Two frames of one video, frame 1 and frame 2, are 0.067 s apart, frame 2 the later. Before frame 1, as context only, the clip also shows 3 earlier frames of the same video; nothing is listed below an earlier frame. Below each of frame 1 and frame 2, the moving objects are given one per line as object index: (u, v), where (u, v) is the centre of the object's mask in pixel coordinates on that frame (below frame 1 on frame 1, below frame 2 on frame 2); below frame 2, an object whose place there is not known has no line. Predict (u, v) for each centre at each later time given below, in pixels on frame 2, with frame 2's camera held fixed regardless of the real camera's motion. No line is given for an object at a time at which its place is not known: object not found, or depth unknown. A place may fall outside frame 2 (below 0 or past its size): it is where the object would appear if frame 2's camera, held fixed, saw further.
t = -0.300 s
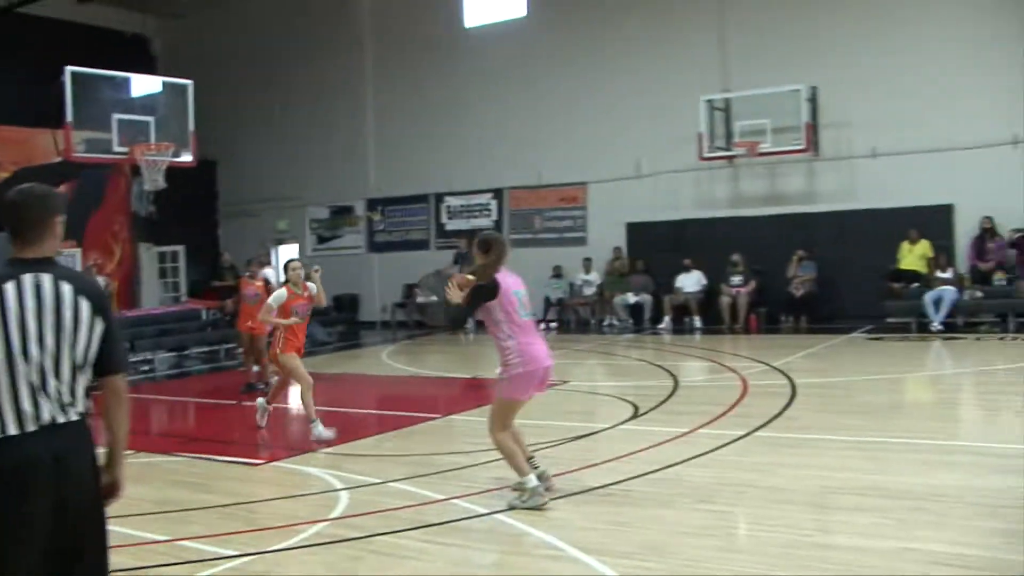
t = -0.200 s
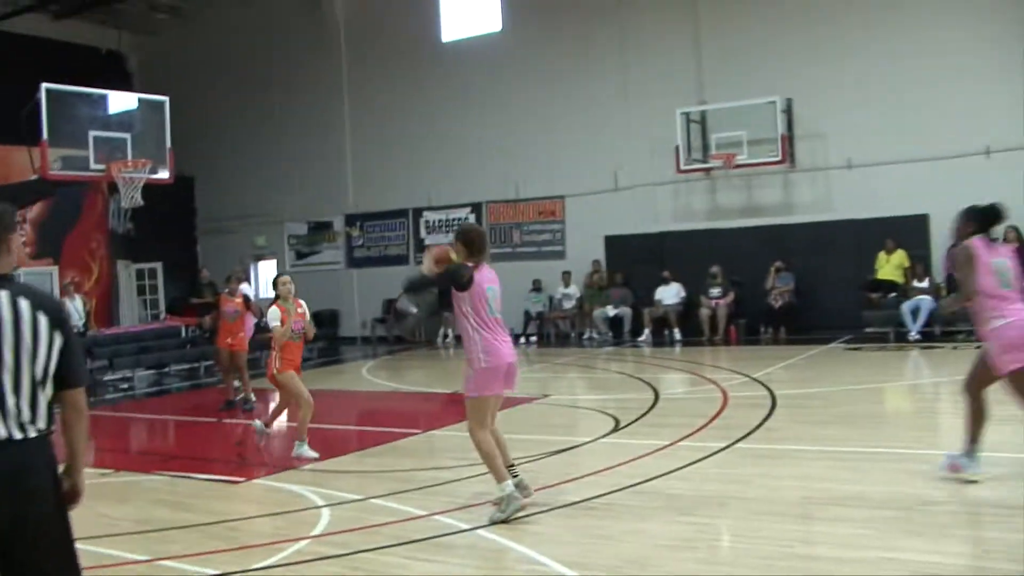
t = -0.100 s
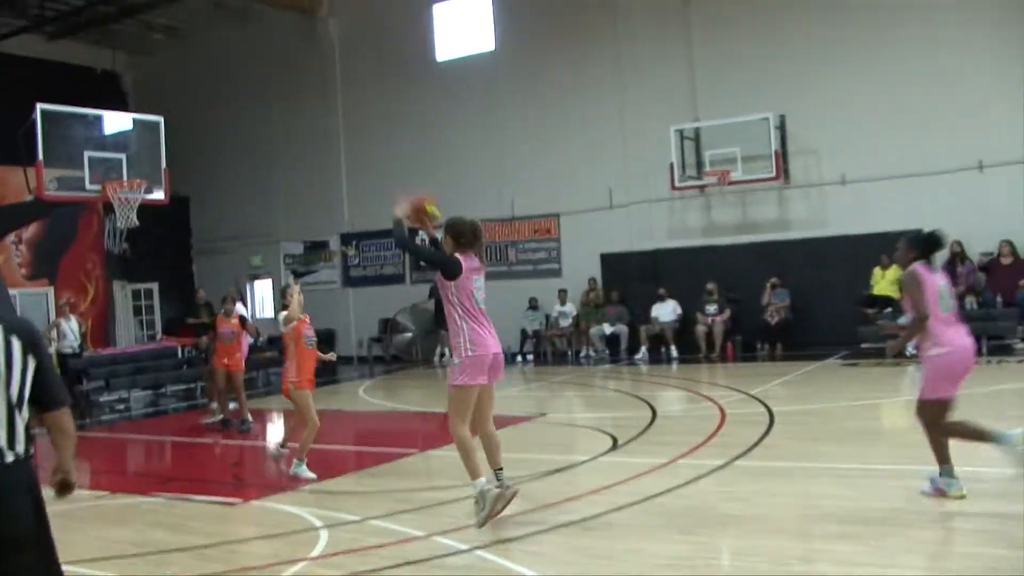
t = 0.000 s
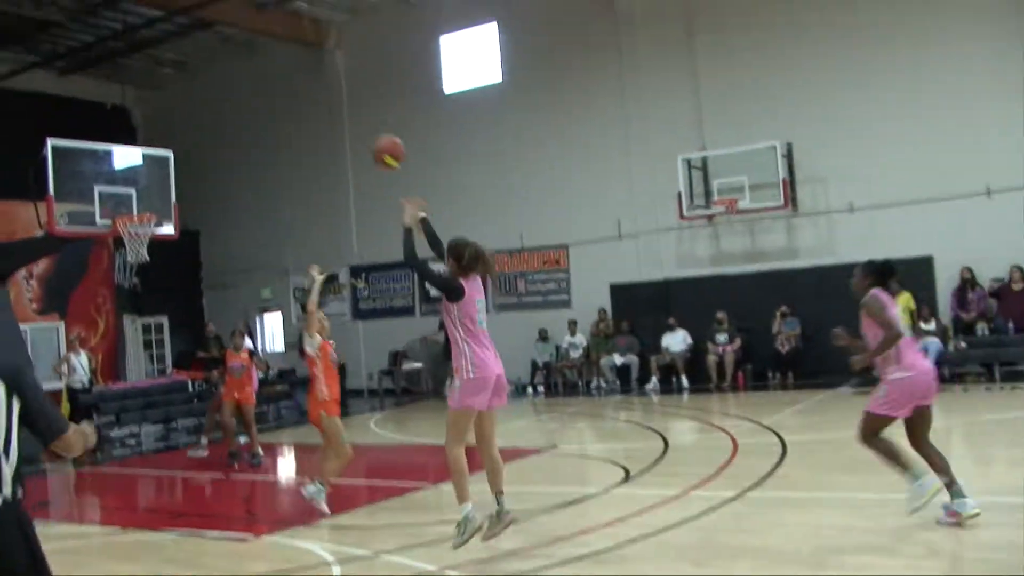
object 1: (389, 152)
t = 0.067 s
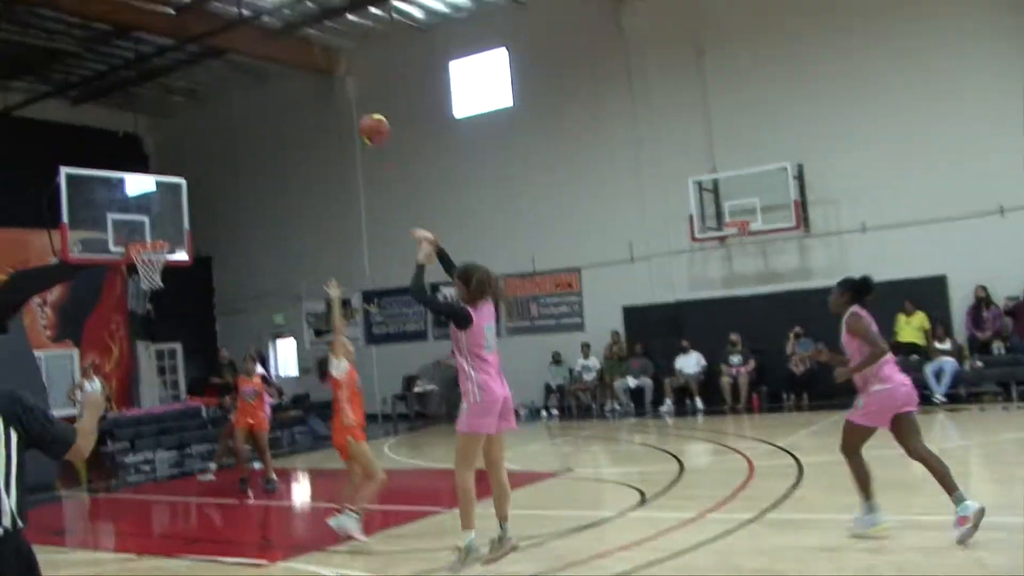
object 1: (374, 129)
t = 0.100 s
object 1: (361, 112)
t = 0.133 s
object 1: (347, 92)
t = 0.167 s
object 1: (335, 78)
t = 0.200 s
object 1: (325, 67)
